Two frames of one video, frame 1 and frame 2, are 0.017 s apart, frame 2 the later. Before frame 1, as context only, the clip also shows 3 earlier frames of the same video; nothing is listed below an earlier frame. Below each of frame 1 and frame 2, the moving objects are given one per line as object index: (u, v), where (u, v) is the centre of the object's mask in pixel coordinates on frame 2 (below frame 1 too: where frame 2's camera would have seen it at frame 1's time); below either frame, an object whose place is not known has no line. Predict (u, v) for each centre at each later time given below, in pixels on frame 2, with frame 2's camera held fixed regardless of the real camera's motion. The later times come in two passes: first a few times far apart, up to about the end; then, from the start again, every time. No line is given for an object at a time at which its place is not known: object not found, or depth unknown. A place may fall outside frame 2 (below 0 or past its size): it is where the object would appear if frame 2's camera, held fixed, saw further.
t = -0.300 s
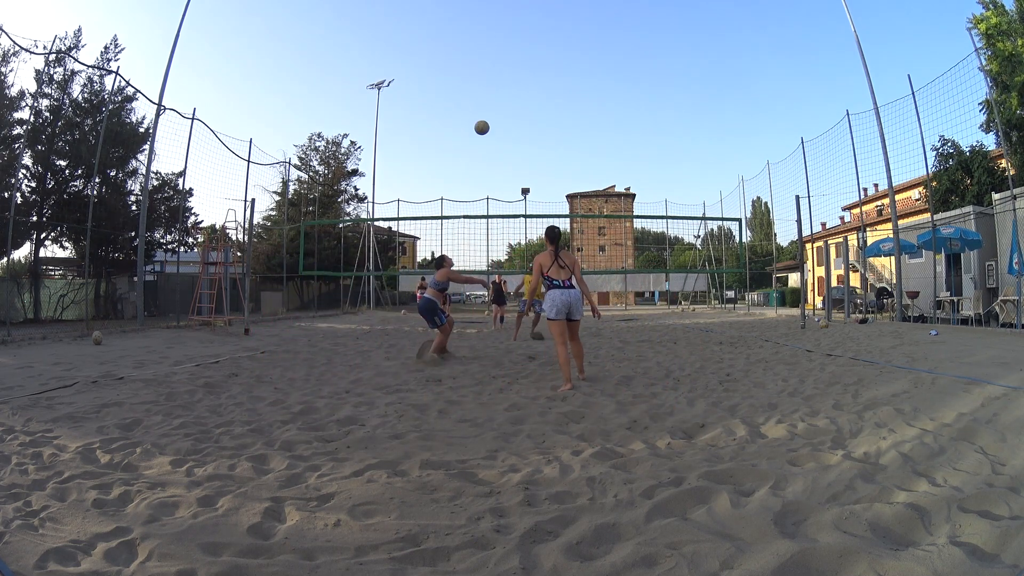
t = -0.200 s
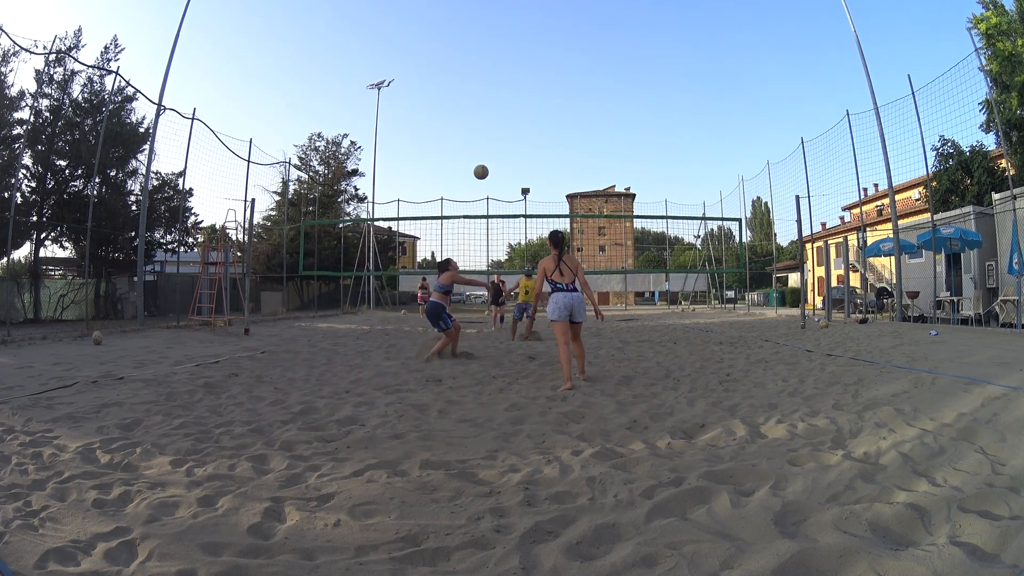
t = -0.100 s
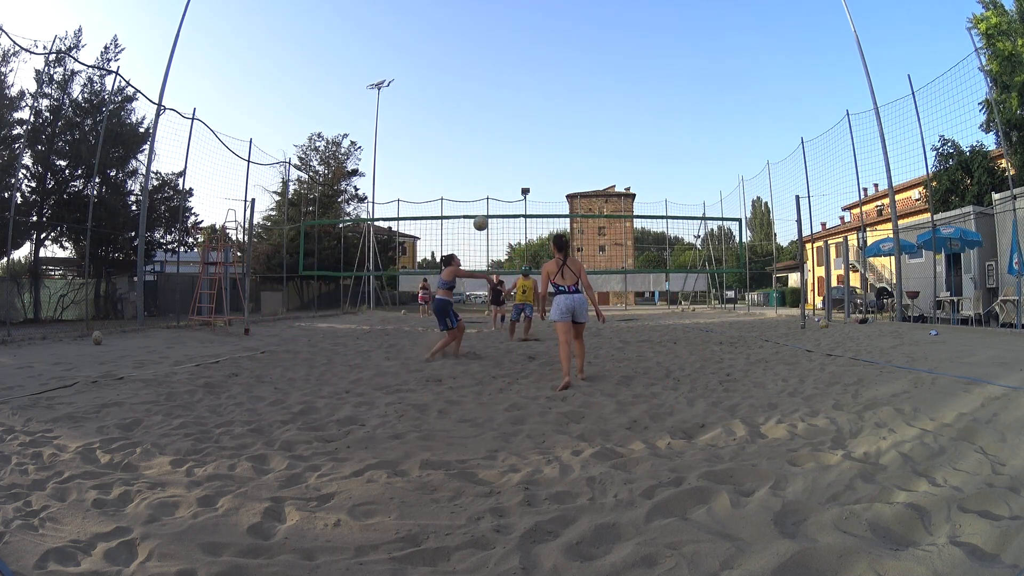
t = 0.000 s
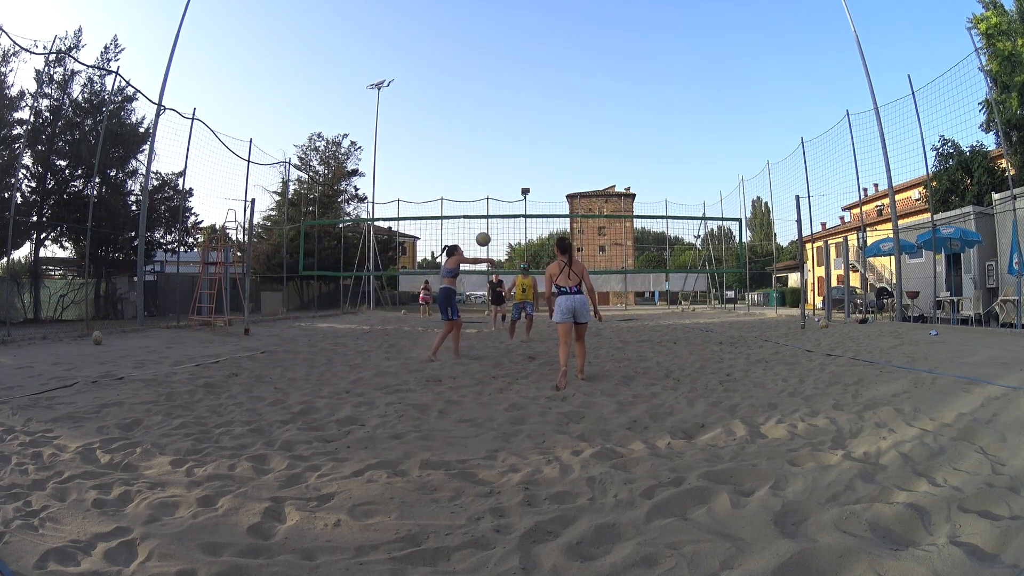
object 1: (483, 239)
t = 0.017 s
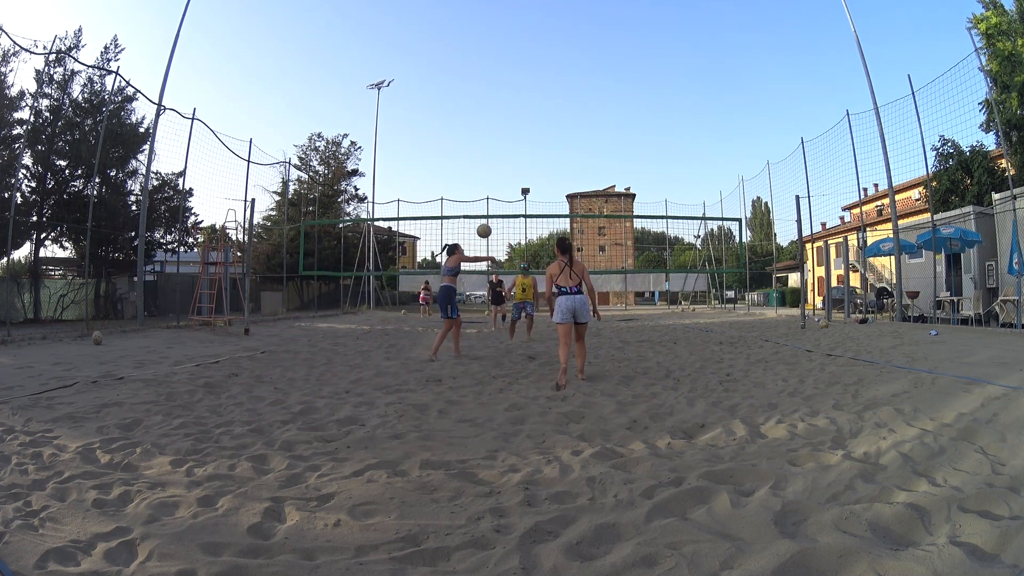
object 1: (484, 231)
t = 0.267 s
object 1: (497, 135)
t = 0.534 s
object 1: (508, 86)
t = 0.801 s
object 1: (518, 76)
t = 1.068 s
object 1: (527, 103)
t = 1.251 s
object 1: (533, 146)
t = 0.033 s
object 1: (485, 223)
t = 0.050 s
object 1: (486, 215)
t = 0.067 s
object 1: (487, 207)
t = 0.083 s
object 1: (488, 200)
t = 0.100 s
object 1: (489, 193)
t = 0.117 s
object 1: (489, 186)
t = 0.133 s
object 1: (490, 180)
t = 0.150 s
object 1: (491, 173)
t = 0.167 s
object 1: (492, 167)
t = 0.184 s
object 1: (493, 161)
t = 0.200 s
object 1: (494, 156)
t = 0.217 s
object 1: (494, 150)
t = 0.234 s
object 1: (495, 145)
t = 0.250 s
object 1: (496, 140)
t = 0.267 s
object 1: (497, 135)
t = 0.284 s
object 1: (497, 131)
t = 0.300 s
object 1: (498, 127)
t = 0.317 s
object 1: (499, 123)
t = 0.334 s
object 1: (500, 119)
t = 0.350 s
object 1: (500, 115)
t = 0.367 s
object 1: (501, 111)
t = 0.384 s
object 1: (502, 108)
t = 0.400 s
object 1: (503, 105)
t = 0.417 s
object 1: (503, 102)
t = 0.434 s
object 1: (504, 99)
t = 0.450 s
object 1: (505, 96)
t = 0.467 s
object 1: (506, 94)
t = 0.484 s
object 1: (506, 92)
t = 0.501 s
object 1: (507, 89)
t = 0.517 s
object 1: (507, 87)
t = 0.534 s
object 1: (508, 86)
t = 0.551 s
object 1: (509, 84)
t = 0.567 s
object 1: (509, 82)
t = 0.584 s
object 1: (510, 81)
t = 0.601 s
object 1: (511, 79)
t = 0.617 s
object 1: (511, 78)
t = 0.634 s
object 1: (512, 77)
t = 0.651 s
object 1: (513, 76)
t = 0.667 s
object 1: (513, 76)
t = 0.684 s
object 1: (514, 75)
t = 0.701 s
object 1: (514, 75)
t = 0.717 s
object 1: (515, 75)
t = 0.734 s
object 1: (516, 75)
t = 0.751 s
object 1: (516, 75)
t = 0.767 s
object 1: (517, 75)
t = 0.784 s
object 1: (517, 75)
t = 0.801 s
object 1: (518, 76)
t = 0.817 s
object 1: (519, 76)
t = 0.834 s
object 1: (519, 77)
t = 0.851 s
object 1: (520, 78)
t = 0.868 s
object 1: (520, 79)
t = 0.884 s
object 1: (521, 80)
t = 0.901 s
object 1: (522, 82)
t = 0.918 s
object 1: (522, 83)
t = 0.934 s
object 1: (523, 85)
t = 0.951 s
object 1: (523, 87)
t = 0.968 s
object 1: (524, 88)
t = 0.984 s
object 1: (524, 91)
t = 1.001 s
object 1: (525, 93)
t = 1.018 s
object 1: (525, 95)
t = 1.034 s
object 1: (526, 98)
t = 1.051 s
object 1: (527, 101)
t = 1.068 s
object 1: (527, 103)
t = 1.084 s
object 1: (528, 106)
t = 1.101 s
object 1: (528, 110)
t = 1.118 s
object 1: (529, 113)
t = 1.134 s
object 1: (529, 116)
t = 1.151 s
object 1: (530, 120)
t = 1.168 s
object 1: (530, 124)
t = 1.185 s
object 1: (531, 128)
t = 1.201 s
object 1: (531, 132)
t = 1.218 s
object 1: (532, 137)
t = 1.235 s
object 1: (532, 141)
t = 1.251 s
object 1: (533, 146)
